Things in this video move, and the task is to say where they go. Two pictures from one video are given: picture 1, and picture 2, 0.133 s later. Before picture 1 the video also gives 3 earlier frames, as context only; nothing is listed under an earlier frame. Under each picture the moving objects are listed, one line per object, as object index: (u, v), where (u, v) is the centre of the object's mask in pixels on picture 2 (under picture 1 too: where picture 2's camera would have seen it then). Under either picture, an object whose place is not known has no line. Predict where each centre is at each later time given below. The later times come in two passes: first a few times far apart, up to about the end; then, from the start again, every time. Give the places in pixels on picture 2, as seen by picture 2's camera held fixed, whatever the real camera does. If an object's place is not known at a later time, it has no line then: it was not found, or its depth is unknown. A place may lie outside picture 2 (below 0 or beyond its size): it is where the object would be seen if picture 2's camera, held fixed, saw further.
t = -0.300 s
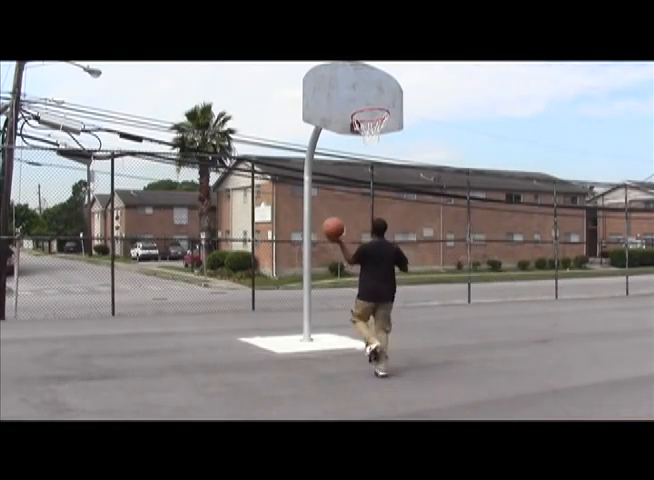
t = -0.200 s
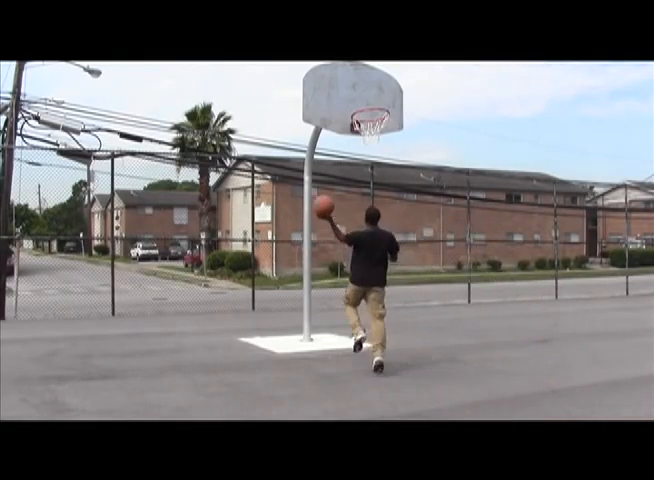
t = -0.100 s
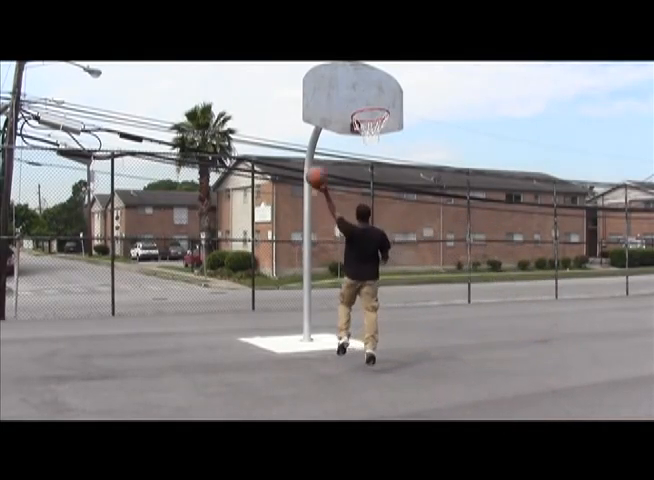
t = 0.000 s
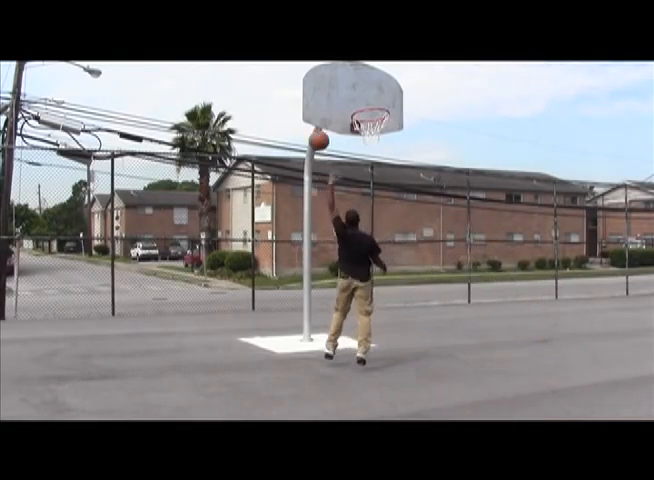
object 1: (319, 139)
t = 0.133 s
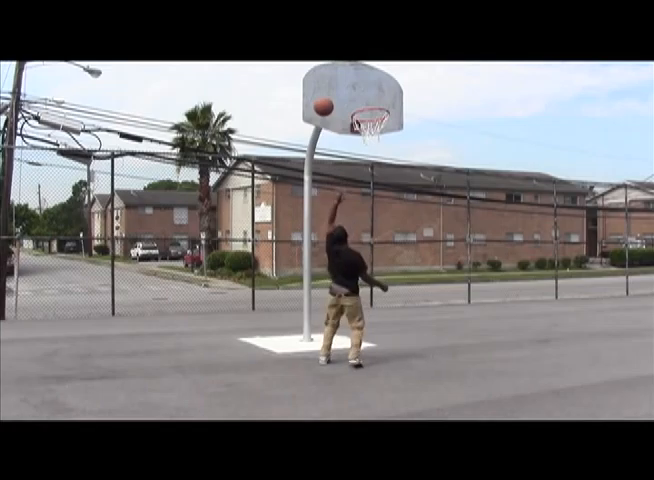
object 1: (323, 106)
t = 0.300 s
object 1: (329, 85)
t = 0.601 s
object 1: (358, 92)
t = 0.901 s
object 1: (370, 109)
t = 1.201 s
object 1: (378, 191)
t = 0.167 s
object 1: (324, 100)
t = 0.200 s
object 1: (325, 95)
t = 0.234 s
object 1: (326, 91)
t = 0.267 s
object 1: (328, 88)
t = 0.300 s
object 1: (329, 85)
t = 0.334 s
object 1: (329, 84)
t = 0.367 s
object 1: (332, 82)
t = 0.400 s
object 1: (336, 81)
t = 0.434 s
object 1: (340, 80)
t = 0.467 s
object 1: (344, 81)
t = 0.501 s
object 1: (348, 82)
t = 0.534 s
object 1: (351, 85)
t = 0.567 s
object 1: (355, 88)
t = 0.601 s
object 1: (358, 92)
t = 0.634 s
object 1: (362, 97)
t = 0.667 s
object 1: (364, 100)
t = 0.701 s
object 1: (365, 98)
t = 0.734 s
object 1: (366, 98)
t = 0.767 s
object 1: (367, 99)
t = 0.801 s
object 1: (368, 100)
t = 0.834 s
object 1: (369, 102)
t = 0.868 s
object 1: (370, 105)
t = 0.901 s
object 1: (370, 109)
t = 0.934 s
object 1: (371, 114)
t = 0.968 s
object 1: (372, 120)
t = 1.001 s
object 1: (373, 128)
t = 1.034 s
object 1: (374, 136)
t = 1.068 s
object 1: (375, 145)
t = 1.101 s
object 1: (376, 155)
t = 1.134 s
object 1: (376, 166)
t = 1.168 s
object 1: (376, 177)
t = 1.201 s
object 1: (378, 191)
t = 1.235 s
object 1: (378, 205)
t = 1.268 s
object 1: (380, 221)
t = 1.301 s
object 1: (381, 237)
